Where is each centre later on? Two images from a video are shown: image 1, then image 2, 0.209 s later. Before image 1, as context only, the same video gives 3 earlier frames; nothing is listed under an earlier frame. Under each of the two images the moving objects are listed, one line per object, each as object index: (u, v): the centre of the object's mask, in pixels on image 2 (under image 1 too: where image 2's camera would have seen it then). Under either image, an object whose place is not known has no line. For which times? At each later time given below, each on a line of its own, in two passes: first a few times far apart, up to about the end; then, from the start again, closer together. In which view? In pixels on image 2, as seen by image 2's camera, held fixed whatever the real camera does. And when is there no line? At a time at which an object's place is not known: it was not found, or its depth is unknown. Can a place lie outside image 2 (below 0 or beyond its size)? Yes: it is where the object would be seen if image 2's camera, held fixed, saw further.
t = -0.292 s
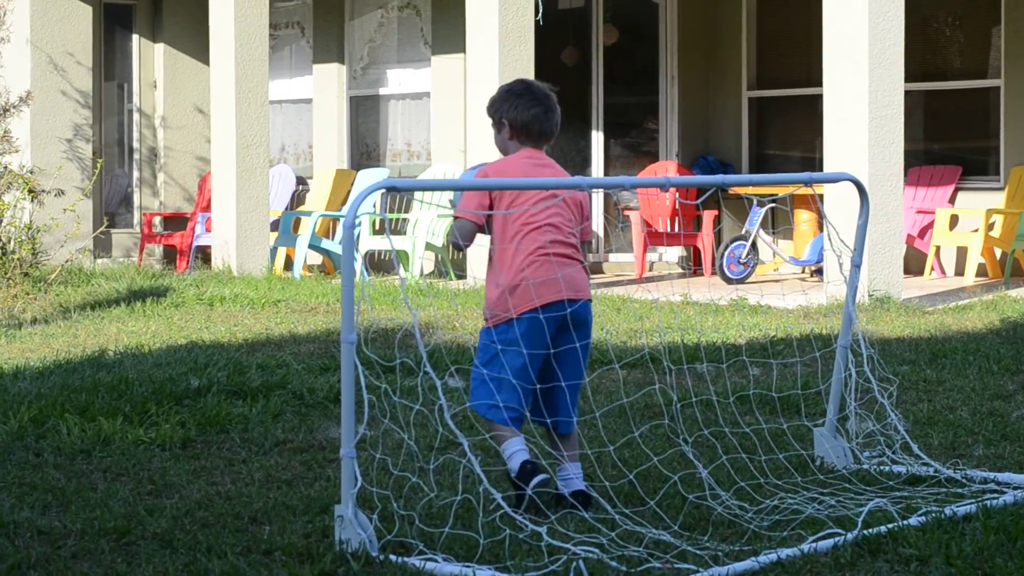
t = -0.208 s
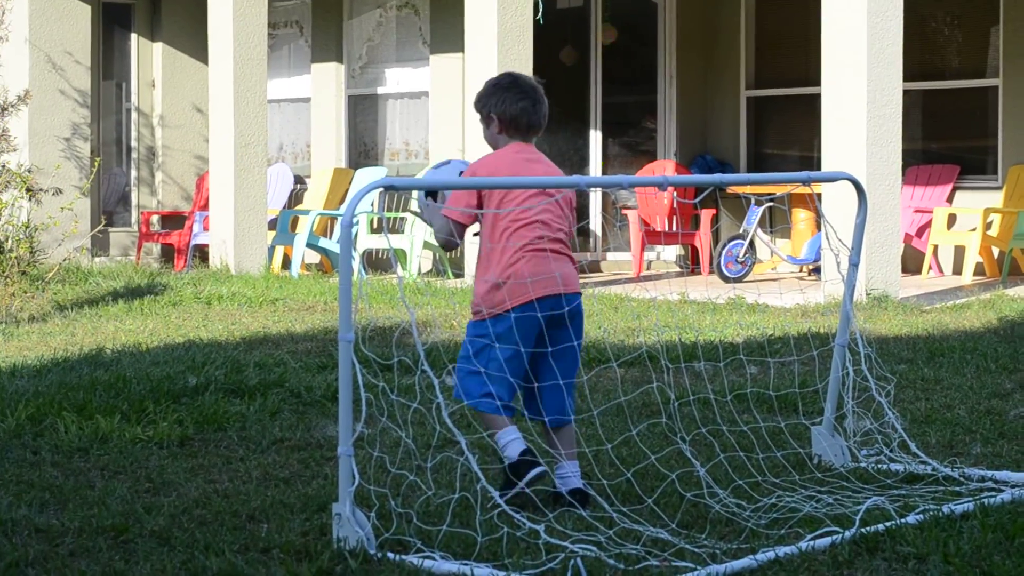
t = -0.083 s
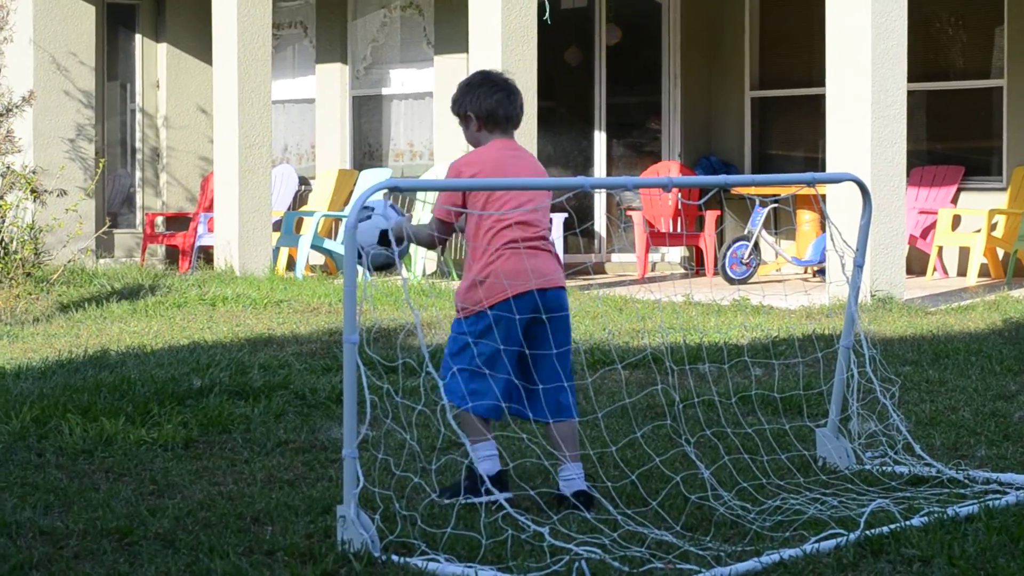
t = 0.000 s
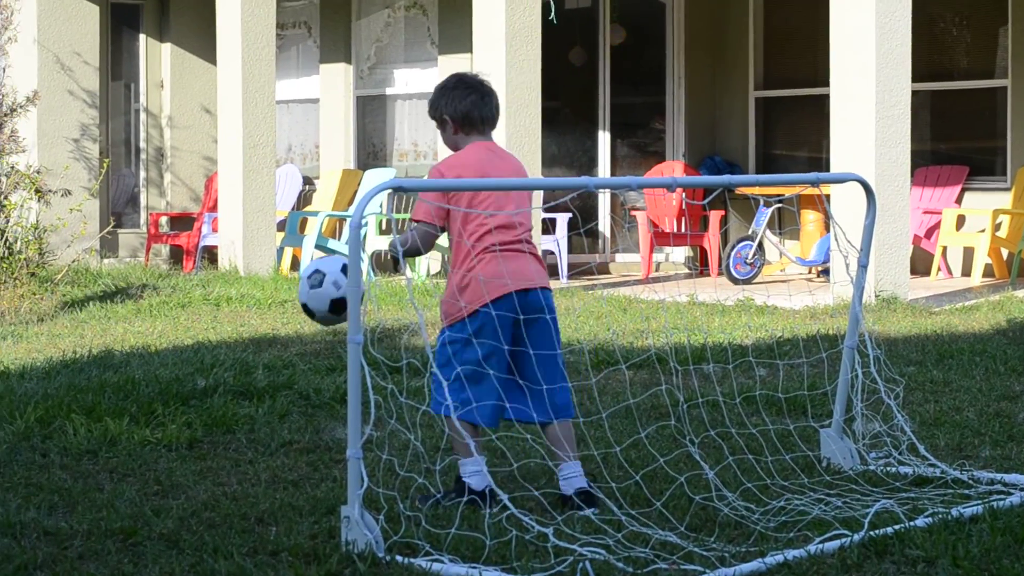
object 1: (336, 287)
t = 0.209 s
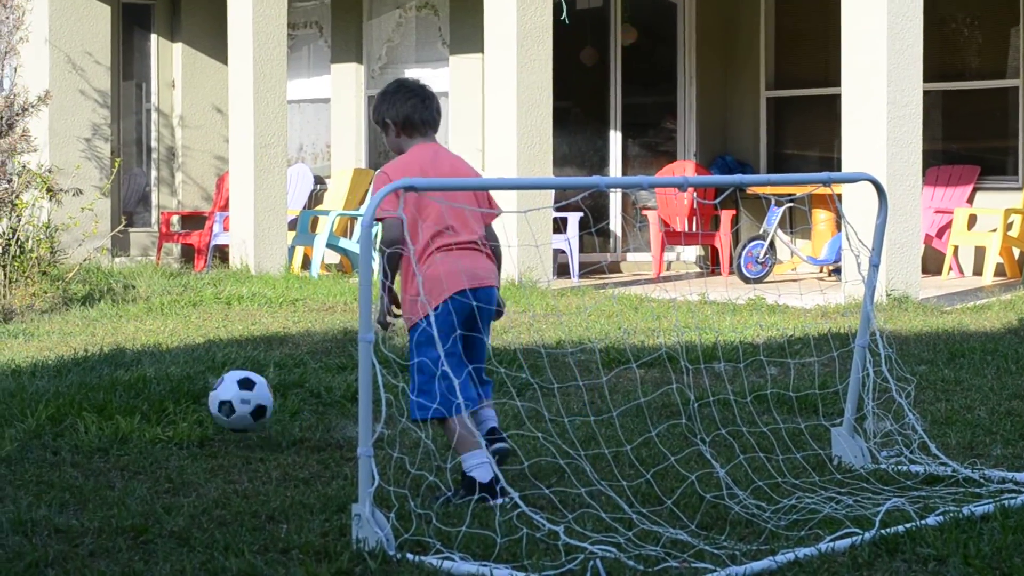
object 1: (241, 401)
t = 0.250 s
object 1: (229, 380)
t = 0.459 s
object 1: (168, 351)
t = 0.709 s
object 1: (103, 403)
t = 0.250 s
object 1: (229, 380)
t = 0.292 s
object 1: (217, 364)
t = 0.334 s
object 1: (204, 354)
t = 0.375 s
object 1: (192, 348)
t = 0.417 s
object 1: (180, 347)
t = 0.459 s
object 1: (168, 351)
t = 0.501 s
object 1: (156, 361)
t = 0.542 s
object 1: (144, 376)
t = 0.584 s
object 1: (132, 396)
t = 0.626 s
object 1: (121, 418)
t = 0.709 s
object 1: (103, 403)
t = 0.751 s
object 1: (95, 399)
